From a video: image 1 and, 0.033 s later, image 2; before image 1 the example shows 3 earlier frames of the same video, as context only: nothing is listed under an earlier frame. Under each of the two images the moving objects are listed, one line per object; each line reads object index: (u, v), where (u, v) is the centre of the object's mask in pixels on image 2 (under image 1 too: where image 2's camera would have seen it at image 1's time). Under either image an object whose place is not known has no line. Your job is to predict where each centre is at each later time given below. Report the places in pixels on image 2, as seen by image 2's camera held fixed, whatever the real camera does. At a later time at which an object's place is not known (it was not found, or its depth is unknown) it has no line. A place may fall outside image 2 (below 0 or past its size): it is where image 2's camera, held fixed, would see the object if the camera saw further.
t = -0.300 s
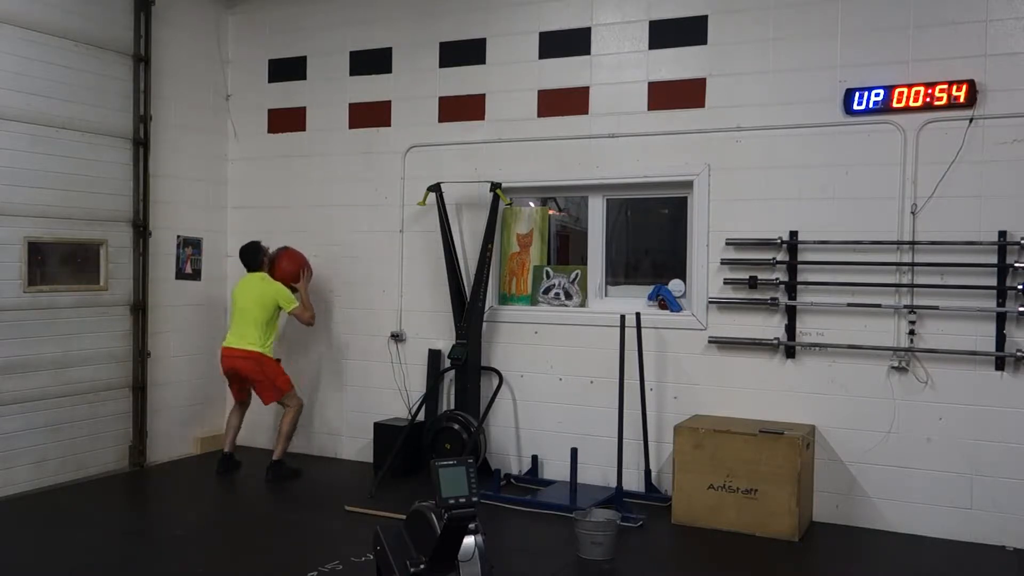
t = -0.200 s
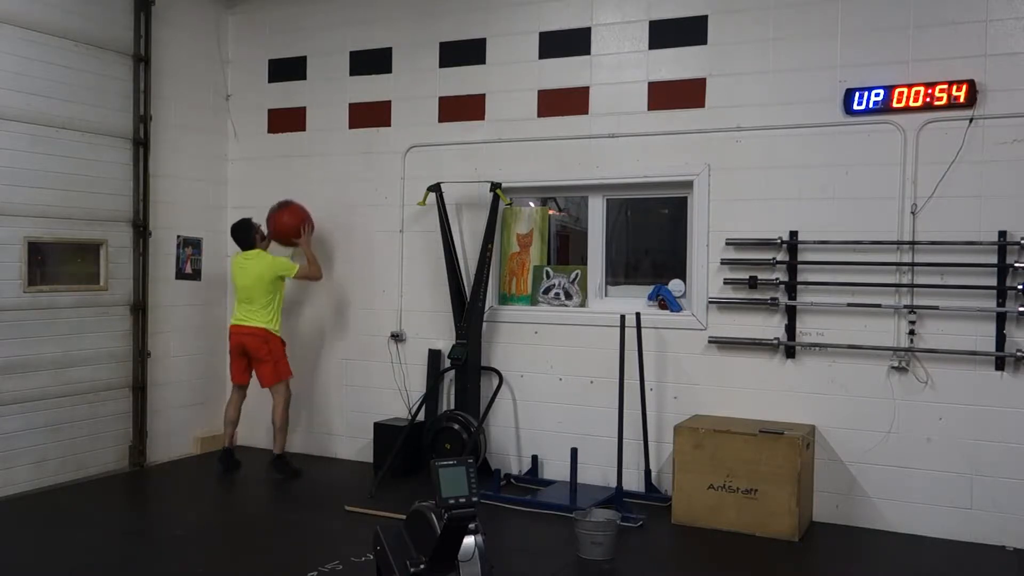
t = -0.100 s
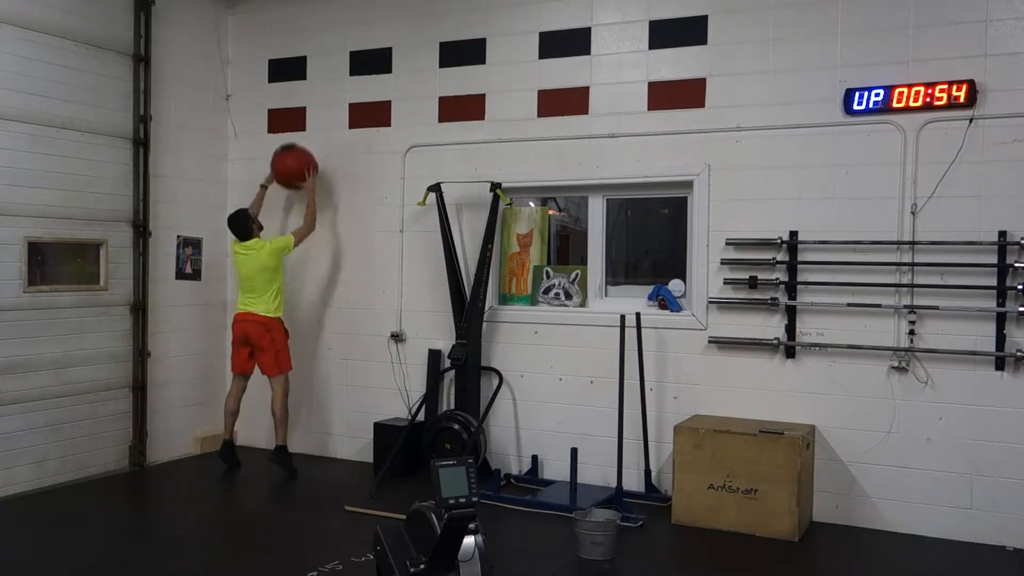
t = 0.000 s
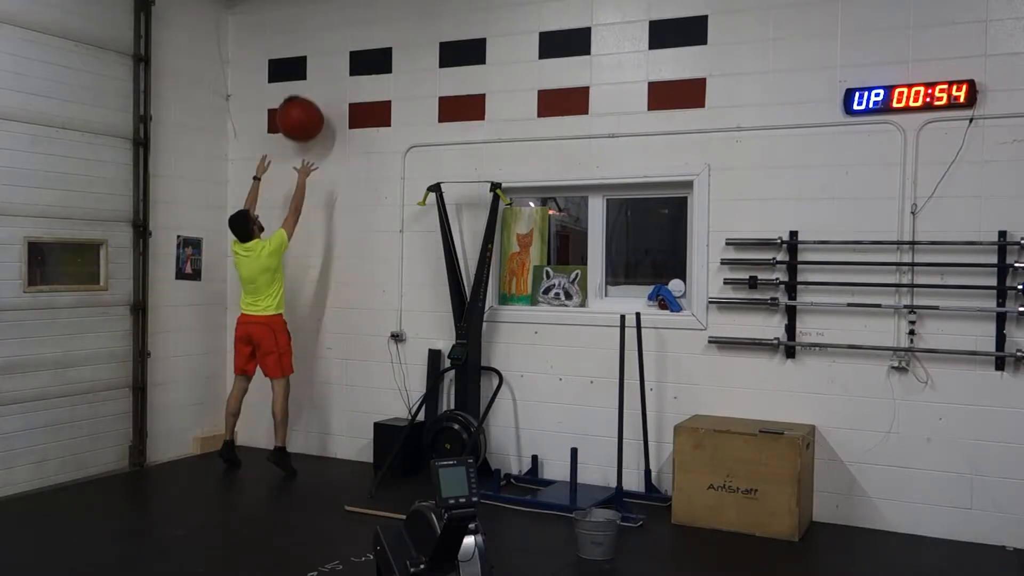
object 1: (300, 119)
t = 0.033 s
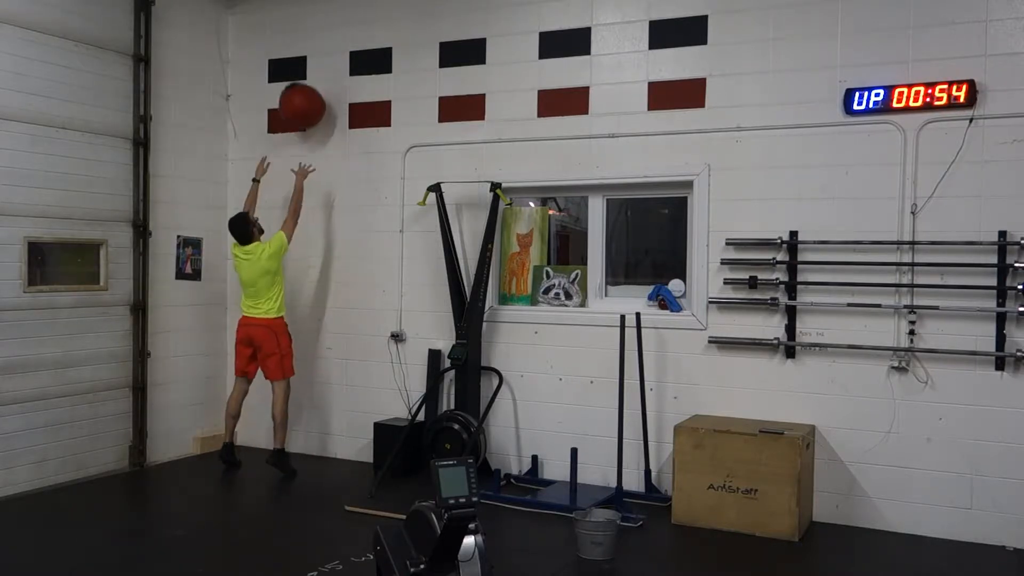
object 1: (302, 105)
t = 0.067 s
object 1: (304, 95)
